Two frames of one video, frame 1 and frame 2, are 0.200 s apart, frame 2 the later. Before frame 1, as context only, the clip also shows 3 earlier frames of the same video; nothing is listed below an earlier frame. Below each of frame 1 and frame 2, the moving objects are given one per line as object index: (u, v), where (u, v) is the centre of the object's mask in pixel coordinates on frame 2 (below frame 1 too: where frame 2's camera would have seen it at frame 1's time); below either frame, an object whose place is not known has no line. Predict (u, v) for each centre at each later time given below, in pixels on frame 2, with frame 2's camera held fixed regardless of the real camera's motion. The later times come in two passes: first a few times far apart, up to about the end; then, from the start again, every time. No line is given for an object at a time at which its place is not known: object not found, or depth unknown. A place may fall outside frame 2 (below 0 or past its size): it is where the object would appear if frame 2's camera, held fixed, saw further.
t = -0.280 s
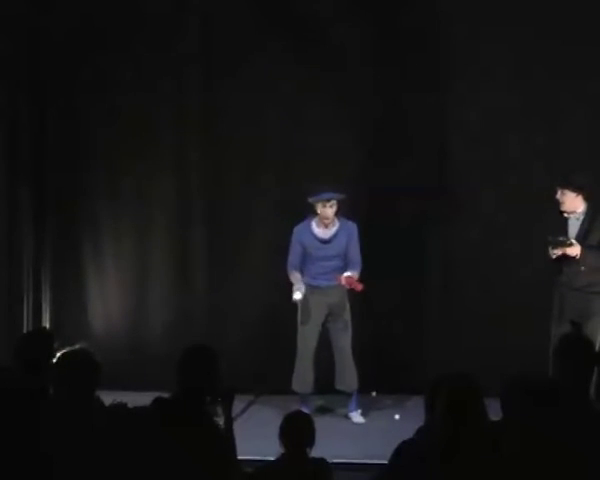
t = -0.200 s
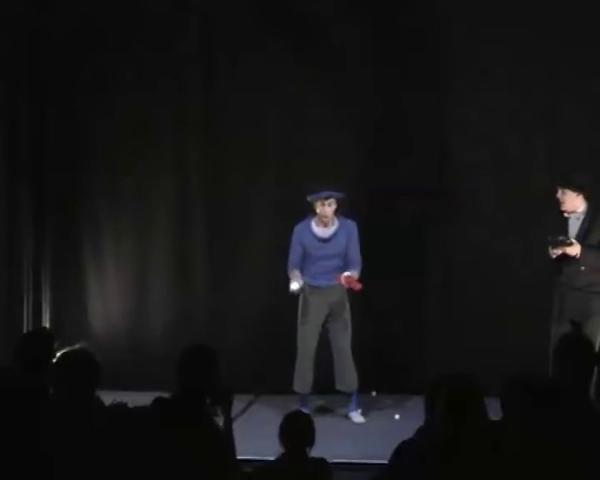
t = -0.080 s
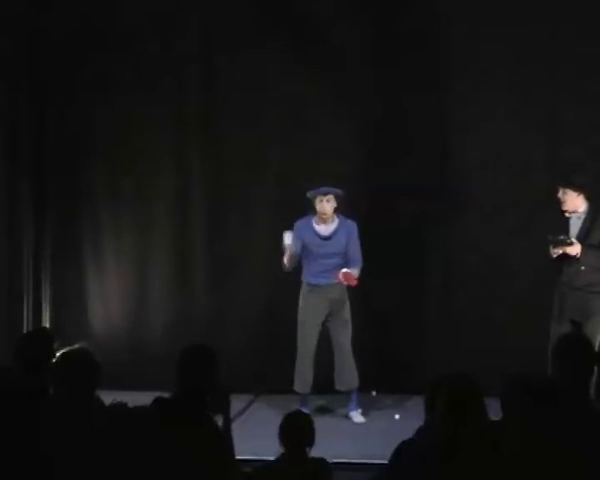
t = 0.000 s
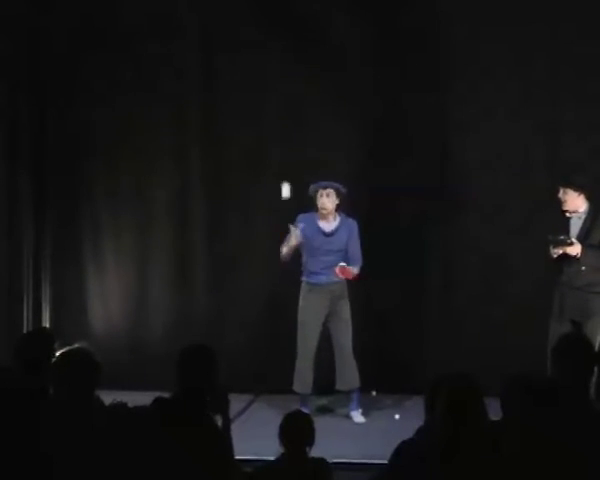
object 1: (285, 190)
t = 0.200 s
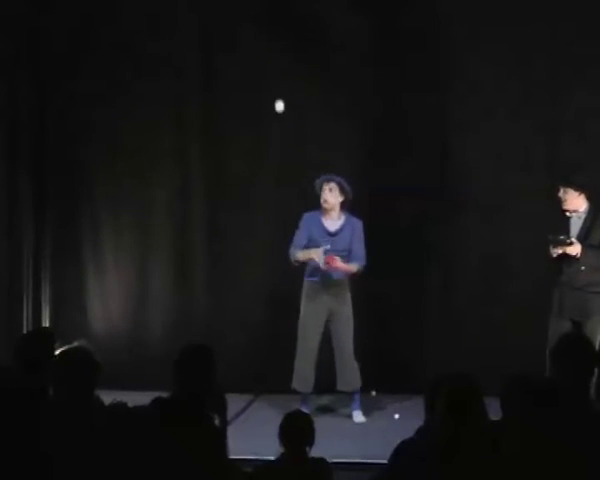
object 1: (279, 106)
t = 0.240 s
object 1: (278, 96)
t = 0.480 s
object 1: (269, 80)
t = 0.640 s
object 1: (263, 115)
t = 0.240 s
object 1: (278, 96)
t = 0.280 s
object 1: (276, 87)
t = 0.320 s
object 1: (275, 82)
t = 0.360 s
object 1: (273, 78)
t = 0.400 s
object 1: (272, 76)
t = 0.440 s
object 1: (270, 77)
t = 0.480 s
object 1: (269, 80)
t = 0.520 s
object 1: (267, 85)
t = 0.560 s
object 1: (266, 93)
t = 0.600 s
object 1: (264, 103)
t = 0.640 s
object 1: (263, 115)
